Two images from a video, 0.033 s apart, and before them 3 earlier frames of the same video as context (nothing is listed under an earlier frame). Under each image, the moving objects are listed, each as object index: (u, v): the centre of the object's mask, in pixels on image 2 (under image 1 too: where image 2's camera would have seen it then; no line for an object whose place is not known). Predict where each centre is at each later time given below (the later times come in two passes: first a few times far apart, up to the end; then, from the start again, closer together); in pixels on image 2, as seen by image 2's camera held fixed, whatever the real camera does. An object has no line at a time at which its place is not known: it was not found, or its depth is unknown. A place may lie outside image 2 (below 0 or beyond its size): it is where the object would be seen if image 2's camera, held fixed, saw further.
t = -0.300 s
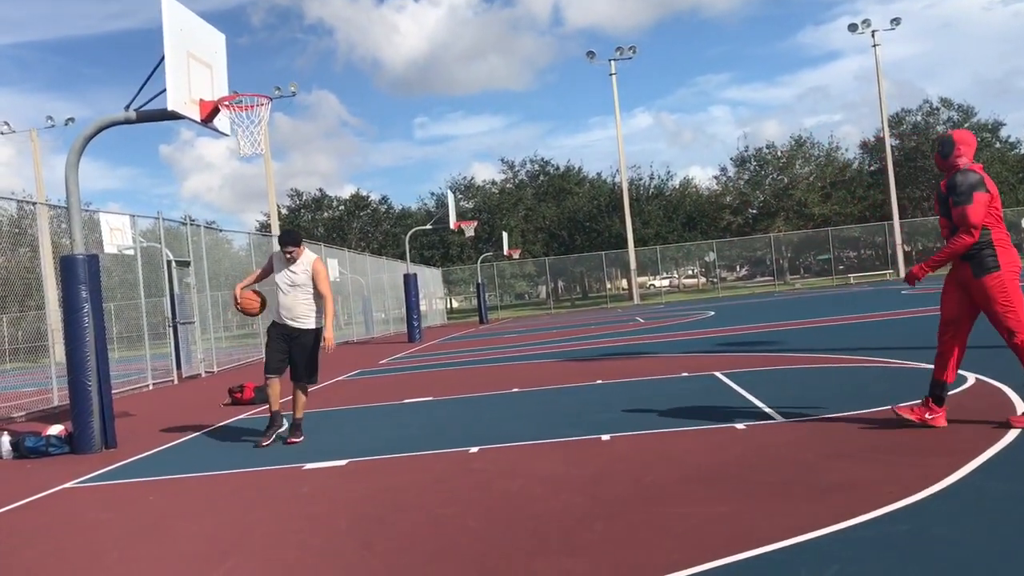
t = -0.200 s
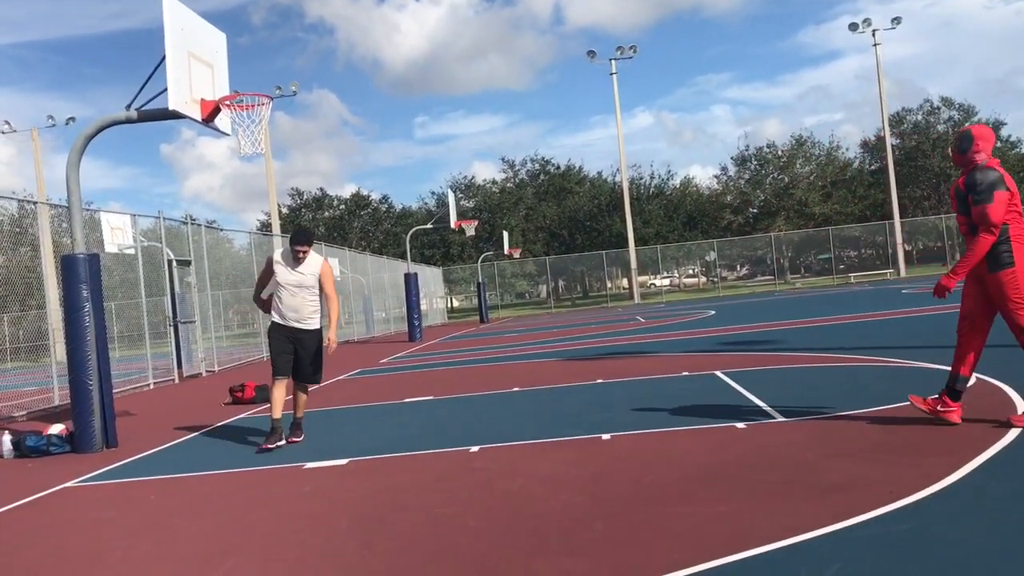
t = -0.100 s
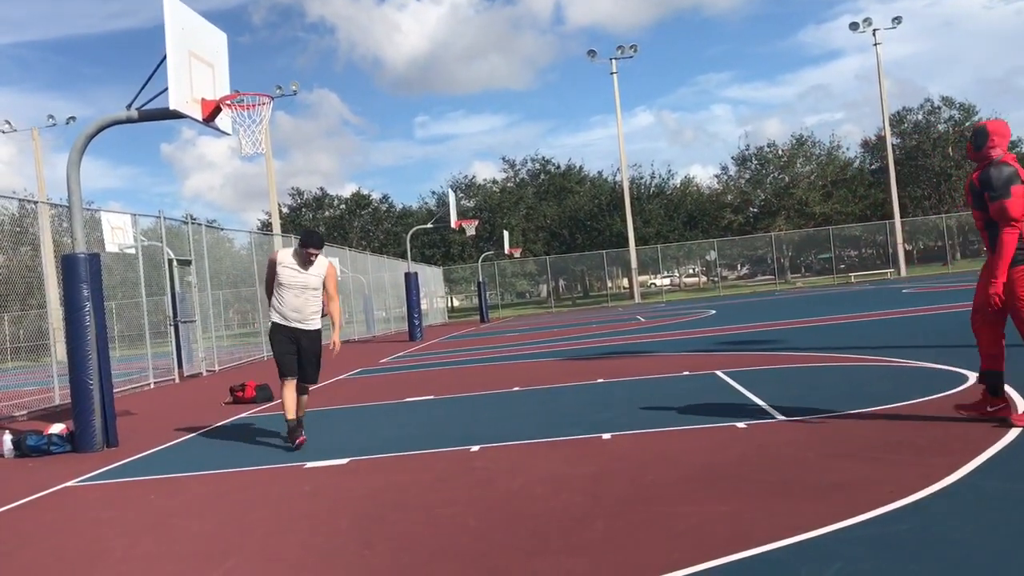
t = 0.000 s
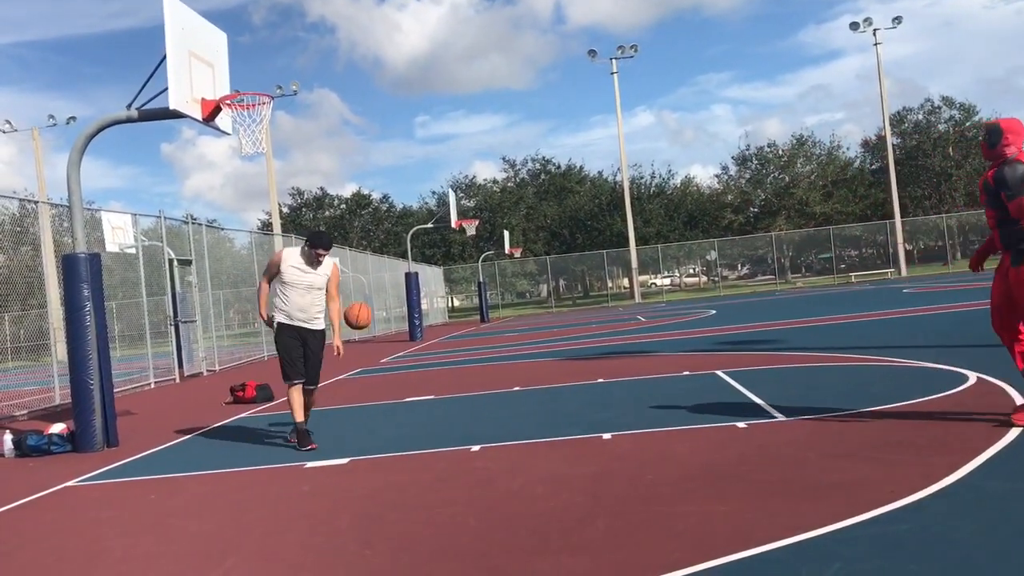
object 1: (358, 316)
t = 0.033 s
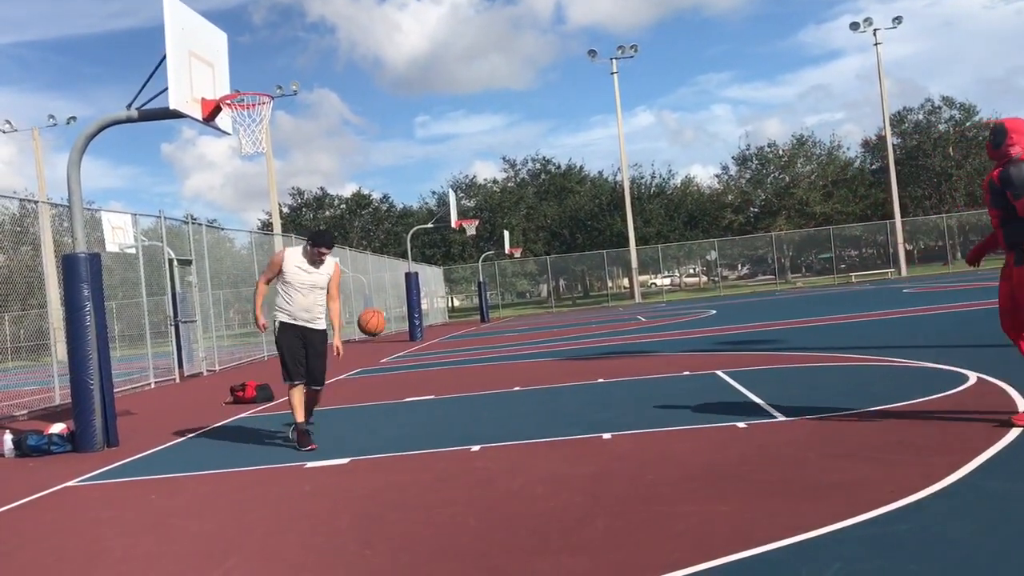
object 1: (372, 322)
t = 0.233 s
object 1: (459, 389)
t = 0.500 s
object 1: (534, 337)
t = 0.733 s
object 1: (604, 314)
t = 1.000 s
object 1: (706, 377)
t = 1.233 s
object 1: (796, 357)
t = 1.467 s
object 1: (901, 337)
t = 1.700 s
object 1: (1028, 408)
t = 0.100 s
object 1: (400, 339)
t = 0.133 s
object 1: (414, 349)
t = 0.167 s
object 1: (429, 361)
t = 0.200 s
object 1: (444, 375)
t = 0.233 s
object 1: (459, 389)
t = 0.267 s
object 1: (475, 406)
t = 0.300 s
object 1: (485, 406)
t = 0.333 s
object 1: (493, 392)
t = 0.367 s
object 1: (501, 379)
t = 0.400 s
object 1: (509, 367)
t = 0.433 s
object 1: (517, 356)
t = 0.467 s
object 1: (525, 346)
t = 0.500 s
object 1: (534, 337)
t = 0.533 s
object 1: (544, 330)
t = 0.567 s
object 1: (553, 324)
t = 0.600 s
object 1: (562, 320)
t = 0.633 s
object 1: (573, 316)
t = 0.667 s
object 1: (583, 314)
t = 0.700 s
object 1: (593, 314)
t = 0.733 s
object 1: (604, 314)
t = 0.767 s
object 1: (616, 316)
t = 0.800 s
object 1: (627, 320)
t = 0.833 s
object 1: (639, 325)
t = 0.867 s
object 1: (652, 333)
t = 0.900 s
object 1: (664, 341)
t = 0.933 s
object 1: (678, 352)
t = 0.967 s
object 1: (691, 363)
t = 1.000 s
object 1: (706, 377)
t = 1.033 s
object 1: (719, 393)
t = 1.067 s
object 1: (734, 411)
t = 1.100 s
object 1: (746, 401)
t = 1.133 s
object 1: (759, 388)
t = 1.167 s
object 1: (770, 376)
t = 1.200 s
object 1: (783, 366)
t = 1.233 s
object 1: (796, 357)
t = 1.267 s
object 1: (810, 349)
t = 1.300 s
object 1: (824, 343)
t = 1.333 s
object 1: (839, 338)
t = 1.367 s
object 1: (854, 335)
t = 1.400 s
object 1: (869, 334)
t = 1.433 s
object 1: (884, 334)
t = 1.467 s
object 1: (901, 337)
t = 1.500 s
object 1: (918, 340)
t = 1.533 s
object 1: (935, 347)
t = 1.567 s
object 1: (954, 355)
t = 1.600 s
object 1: (973, 365)
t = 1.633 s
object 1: (992, 377)
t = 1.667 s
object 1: (1011, 391)
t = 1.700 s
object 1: (1028, 408)
